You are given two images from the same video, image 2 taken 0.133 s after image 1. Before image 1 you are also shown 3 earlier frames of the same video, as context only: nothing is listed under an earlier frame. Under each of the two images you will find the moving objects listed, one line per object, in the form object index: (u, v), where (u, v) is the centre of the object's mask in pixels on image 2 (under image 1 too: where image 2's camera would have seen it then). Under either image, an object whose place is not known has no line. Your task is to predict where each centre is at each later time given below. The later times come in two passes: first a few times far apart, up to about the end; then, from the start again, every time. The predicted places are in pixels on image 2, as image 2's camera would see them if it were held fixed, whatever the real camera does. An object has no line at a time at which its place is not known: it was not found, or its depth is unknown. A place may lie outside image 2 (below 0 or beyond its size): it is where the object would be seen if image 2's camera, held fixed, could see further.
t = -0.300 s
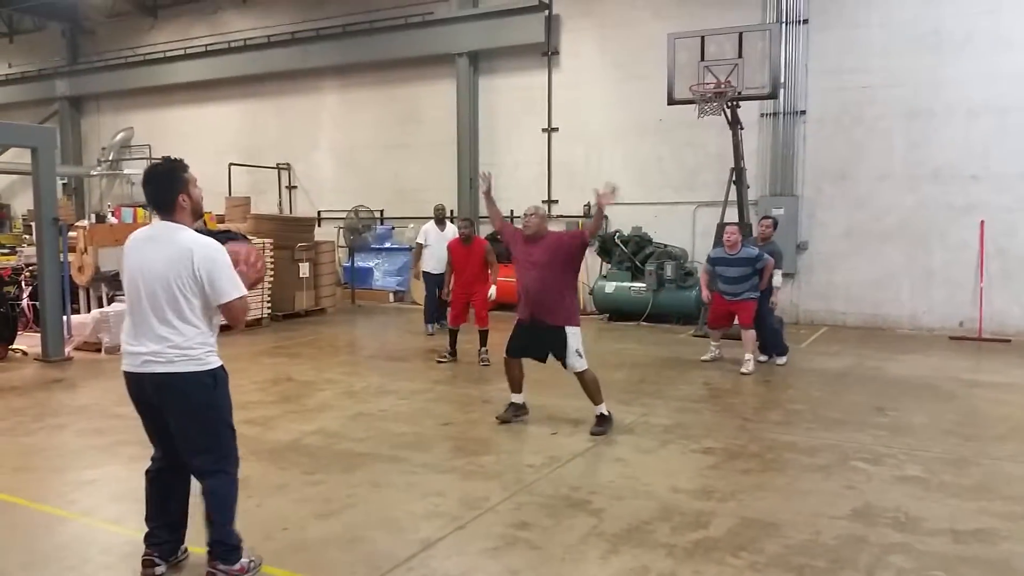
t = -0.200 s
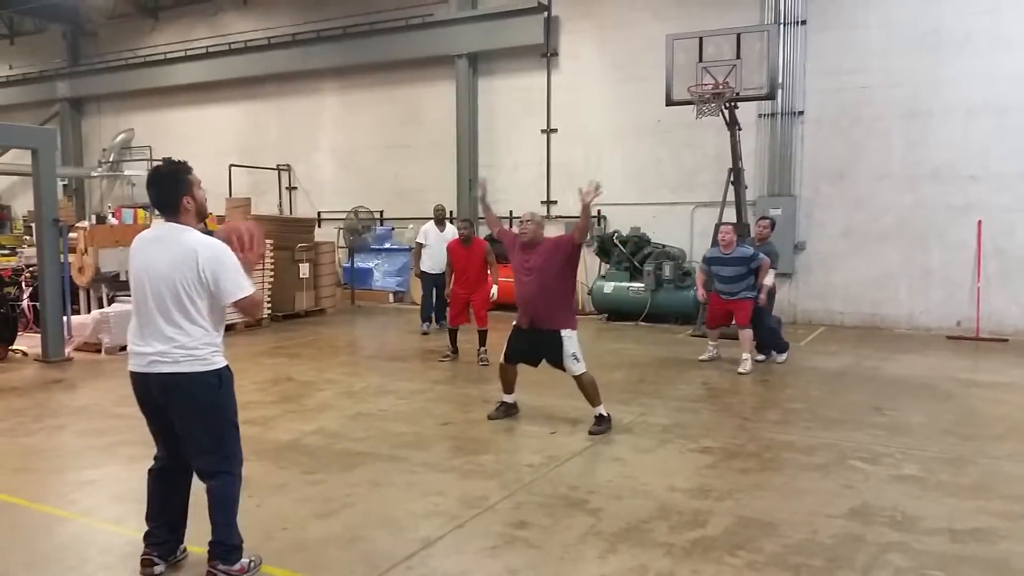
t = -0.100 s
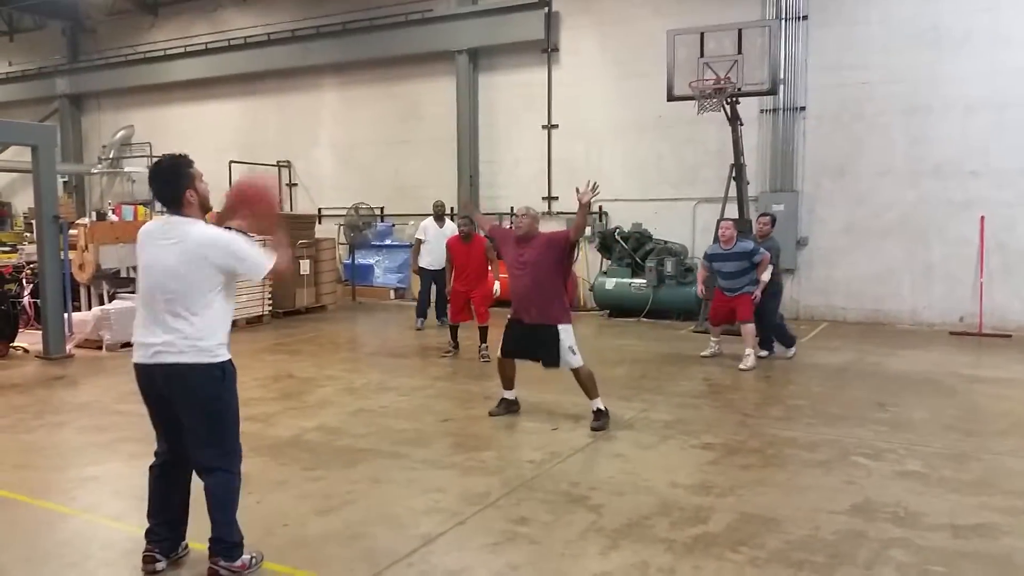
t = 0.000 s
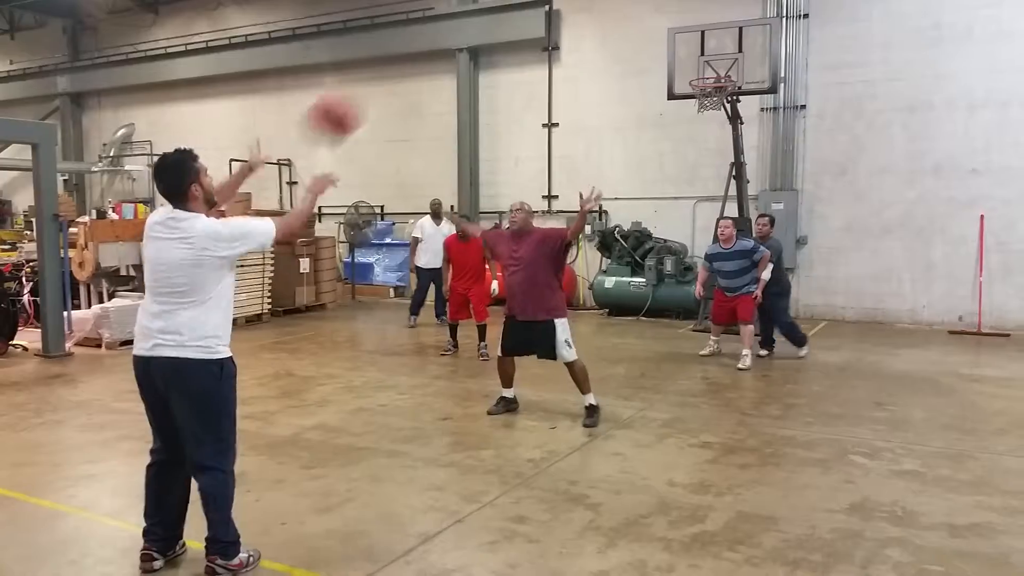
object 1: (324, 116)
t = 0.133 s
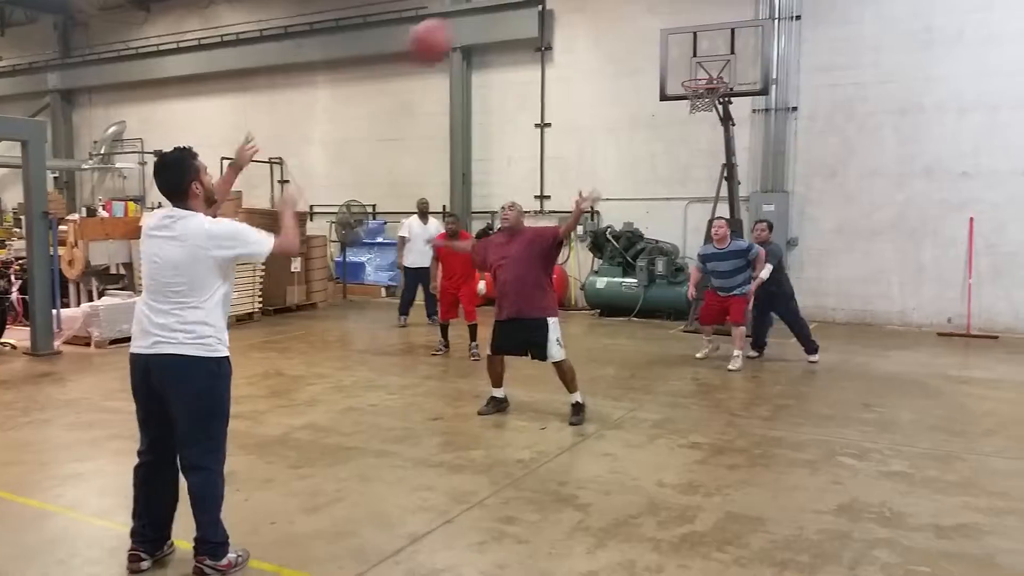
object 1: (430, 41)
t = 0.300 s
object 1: (530, 11)
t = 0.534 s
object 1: (635, 34)
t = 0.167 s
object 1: (451, 30)
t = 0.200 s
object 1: (473, 21)
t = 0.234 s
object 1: (492, 15)
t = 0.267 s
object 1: (513, 12)
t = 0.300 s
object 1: (530, 11)
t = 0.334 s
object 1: (548, 10)
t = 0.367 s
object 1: (564, 9)
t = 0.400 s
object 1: (581, 10)
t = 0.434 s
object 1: (595, 14)
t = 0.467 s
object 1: (608, 19)
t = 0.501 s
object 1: (622, 26)
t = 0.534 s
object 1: (635, 34)
